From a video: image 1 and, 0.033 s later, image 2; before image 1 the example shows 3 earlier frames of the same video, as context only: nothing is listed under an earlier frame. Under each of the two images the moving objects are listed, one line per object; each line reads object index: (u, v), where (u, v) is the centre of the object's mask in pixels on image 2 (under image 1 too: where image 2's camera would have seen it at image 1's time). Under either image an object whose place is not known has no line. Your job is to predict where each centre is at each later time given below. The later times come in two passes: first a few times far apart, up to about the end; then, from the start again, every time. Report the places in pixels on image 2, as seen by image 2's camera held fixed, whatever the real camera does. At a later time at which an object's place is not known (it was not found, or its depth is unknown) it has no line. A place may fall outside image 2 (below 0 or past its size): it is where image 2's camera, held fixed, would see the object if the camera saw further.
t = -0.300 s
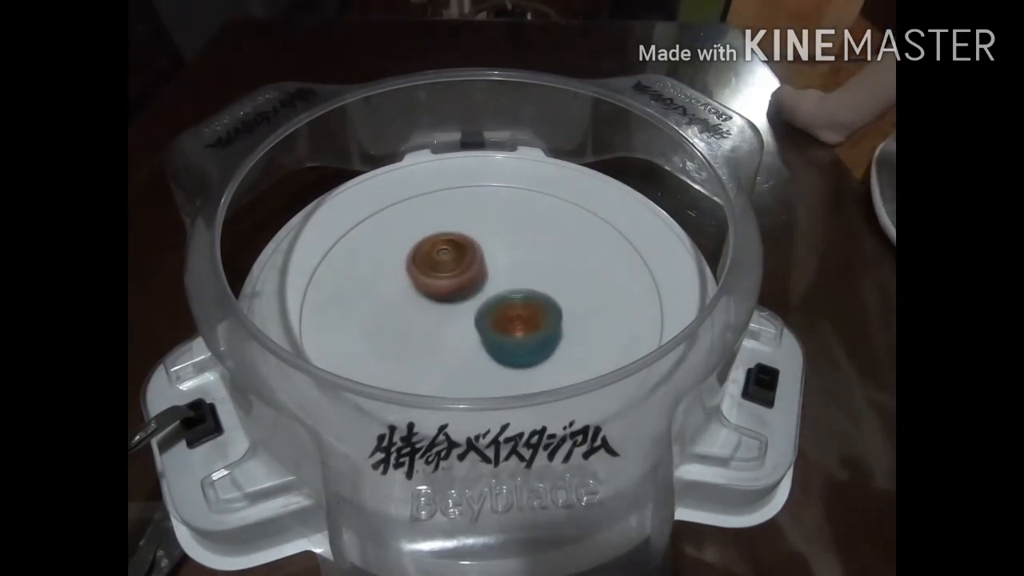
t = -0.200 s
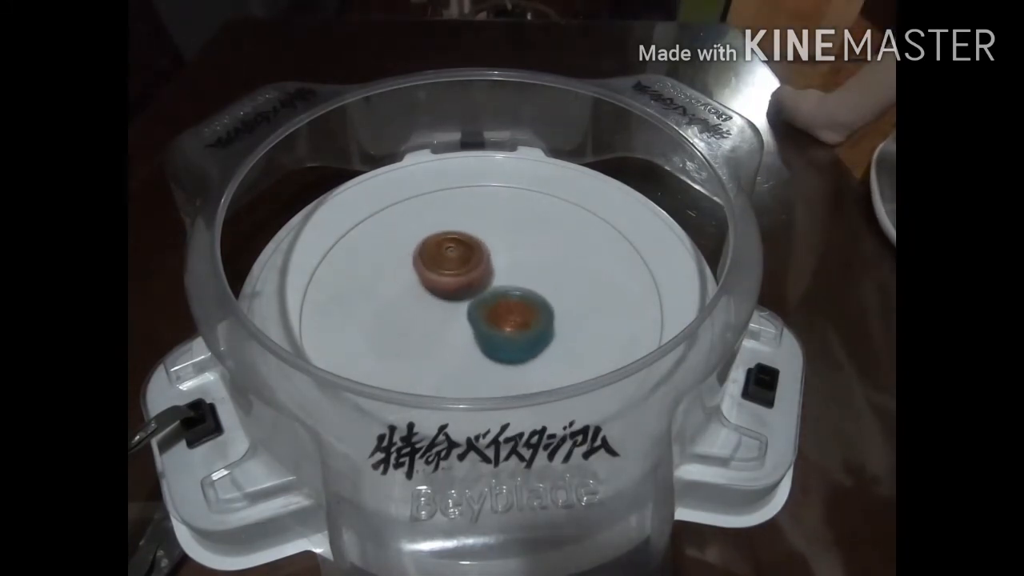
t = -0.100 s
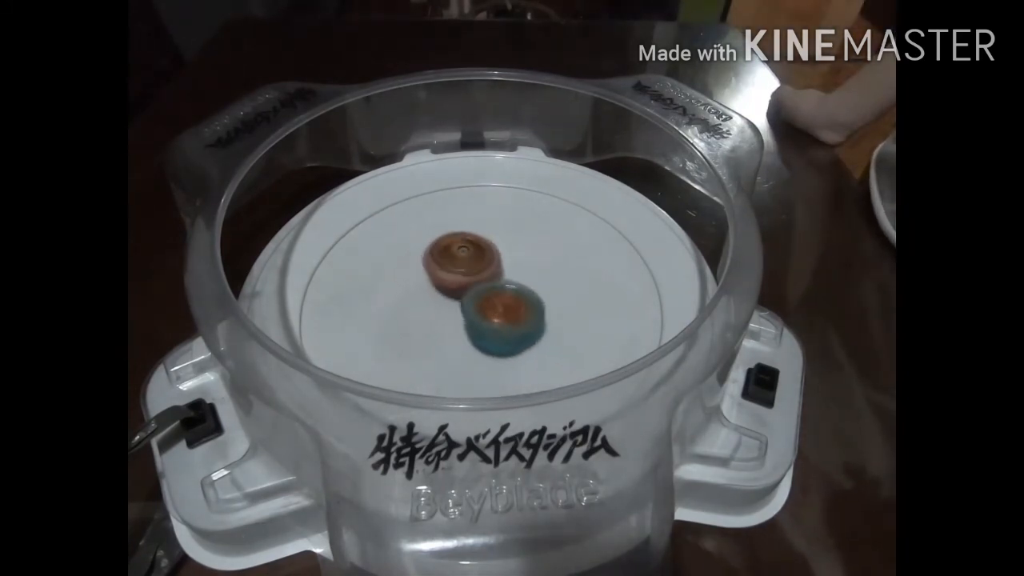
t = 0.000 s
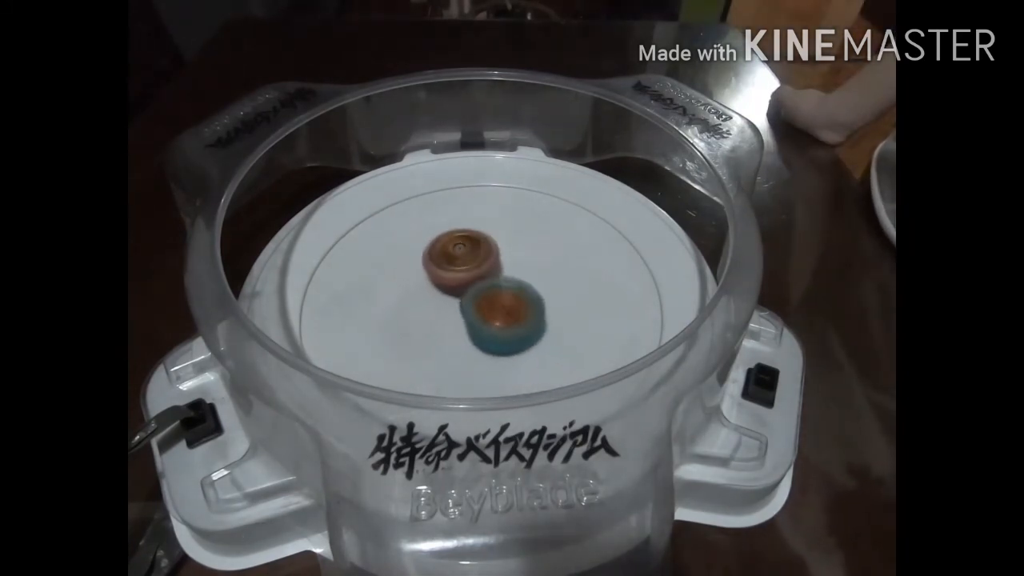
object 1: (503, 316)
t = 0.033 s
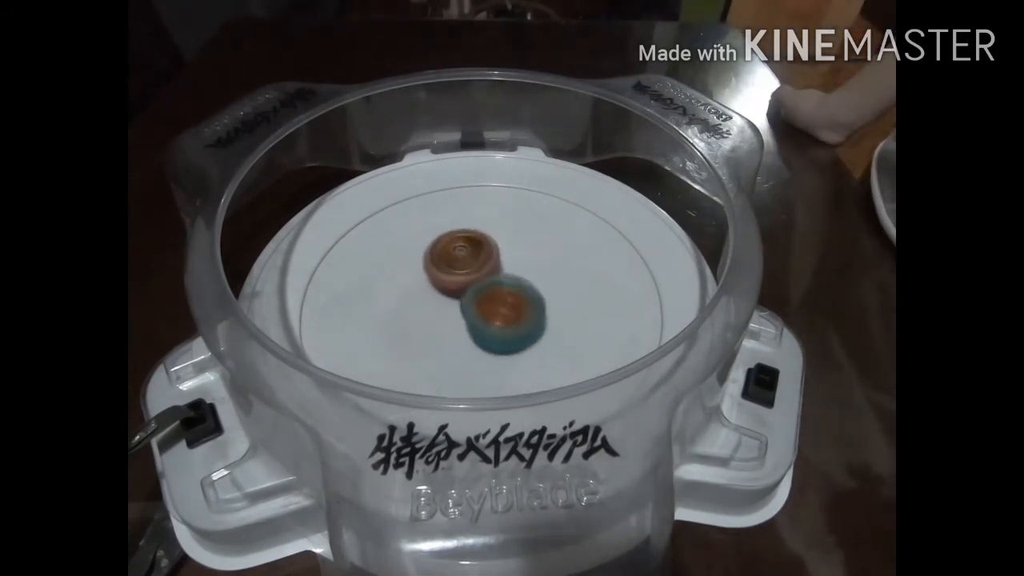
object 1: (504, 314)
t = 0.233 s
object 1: (505, 315)
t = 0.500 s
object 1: (502, 336)
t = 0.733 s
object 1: (481, 338)
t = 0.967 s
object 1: (472, 324)
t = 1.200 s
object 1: (465, 322)
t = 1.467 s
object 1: (450, 324)
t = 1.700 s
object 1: (447, 314)
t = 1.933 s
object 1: (435, 311)
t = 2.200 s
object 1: (439, 305)
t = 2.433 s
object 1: (451, 315)
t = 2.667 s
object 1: (454, 326)
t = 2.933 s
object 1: (454, 328)
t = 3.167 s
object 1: (454, 332)
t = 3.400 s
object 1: (455, 326)
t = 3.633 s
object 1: (455, 326)
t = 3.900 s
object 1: (442, 333)
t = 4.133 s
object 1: (447, 323)
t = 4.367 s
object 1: (456, 327)
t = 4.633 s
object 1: (454, 334)
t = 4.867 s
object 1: (466, 327)
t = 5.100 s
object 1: (466, 326)
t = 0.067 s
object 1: (504, 312)
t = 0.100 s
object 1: (504, 310)
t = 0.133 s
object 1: (505, 310)
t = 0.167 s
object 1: (505, 310)
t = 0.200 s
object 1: (504, 312)
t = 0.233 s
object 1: (505, 315)
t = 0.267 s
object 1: (505, 318)
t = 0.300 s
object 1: (508, 320)
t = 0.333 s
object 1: (509, 324)
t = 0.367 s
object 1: (509, 326)
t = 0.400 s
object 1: (509, 329)
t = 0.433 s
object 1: (507, 331)
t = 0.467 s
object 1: (506, 334)
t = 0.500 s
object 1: (502, 336)
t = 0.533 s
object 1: (499, 338)
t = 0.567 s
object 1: (496, 341)
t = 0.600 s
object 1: (493, 343)
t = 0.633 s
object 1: (491, 343)
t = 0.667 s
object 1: (488, 342)
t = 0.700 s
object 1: (485, 341)
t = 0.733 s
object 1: (481, 338)
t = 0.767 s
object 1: (479, 335)
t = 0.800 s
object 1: (477, 333)
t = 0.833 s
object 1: (474, 332)
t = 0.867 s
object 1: (473, 329)
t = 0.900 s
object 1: (472, 327)
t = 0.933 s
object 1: (471, 326)
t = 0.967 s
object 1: (472, 324)
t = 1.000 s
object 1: (473, 322)
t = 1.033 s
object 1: (474, 320)
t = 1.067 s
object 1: (472, 320)
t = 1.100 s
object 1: (467, 321)
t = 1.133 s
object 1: (465, 321)
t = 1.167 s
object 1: (465, 322)
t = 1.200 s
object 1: (465, 322)
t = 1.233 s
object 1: (460, 326)
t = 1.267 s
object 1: (457, 331)
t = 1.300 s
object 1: (455, 332)
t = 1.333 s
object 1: (453, 332)
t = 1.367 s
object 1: (451, 331)
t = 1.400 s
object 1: (449, 329)
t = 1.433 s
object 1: (449, 326)
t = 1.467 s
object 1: (450, 324)
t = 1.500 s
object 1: (451, 322)
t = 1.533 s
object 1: (450, 319)
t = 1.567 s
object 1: (449, 318)
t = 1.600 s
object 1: (448, 316)
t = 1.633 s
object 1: (446, 315)
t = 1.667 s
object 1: (447, 314)
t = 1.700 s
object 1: (447, 314)
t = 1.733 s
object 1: (445, 314)
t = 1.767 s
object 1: (445, 314)
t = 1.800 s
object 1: (444, 313)
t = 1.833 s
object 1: (440, 313)
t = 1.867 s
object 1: (437, 313)
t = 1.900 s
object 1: (437, 312)
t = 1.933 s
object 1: (435, 311)
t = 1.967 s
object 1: (435, 311)
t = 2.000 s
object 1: (435, 309)
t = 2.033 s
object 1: (437, 307)
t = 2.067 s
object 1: (440, 306)
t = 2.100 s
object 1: (442, 305)
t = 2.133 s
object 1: (439, 306)
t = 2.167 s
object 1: (438, 306)
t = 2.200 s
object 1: (439, 305)
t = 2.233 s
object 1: (442, 306)
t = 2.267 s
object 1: (445, 307)
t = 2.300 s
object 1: (446, 308)
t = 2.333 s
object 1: (448, 310)
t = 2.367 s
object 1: (449, 312)
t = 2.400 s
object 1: (449, 313)
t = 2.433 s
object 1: (451, 315)
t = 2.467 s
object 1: (451, 317)
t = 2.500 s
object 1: (452, 320)
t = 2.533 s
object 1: (453, 321)
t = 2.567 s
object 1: (453, 323)
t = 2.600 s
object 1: (454, 325)
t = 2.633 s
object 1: (454, 325)
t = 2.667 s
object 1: (454, 326)
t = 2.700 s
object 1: (454, 326)
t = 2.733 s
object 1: (454, 325)
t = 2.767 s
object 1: (456, 325)
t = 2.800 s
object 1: (457, 325)
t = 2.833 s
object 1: (457, 326)
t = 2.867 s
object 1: (456, 326)
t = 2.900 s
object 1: (456, 326)
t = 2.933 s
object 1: (454, 328)
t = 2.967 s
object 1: (452, 329)
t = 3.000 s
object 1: (451, 330)
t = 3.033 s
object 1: (451, 329)
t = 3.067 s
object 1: (453, 328)
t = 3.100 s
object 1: (457, 327)
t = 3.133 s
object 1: (455, 330)
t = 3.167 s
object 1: (454, 332)
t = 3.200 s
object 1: (453, 332)
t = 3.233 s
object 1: (456, 331)
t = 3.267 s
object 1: (457, 329)
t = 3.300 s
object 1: (456, 330)
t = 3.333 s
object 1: (455, 329)
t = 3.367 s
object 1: (455, 328)
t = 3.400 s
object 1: (455, 326)
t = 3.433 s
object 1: (457, 325)
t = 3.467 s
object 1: (461, 323)
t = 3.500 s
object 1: (463, 323)
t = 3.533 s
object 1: (459, 325)
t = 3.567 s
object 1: (453, 328)
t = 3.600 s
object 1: (454, 326)
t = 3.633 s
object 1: (455, 326)
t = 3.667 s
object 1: (456, 325)
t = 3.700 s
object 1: (452, 327)
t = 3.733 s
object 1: (449, 330)
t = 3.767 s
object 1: (447, 331)
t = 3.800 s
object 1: (445, 332)
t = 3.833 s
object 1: (444, 333)
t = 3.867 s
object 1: (442, 334)
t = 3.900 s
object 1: (442, 333)
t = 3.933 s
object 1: (443, 330)
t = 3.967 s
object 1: (443, 327)
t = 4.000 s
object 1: (444, 323)
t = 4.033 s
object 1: (445, 323)
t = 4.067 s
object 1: (445, 322)
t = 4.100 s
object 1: (446, 322)
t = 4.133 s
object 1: (447, 323)
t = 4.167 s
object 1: (447, 324)
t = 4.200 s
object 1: (449, 324)
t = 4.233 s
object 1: (450, 324)
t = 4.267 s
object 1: (452, 323)
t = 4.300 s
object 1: (454, 323)
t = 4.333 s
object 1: (455, 326)
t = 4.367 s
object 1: (456, 327)
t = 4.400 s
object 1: (458, 327)
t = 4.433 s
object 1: (460, 328)
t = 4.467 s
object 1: (459, 330)
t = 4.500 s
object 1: (457, 331)
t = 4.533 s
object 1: (456, 332)
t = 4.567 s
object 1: (455, 333)
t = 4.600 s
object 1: (453, 334)
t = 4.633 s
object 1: (454, 334)
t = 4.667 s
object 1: (456, 335)
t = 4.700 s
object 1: (458, 335)
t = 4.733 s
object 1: (461, 334)
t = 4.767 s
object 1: (463, 332)
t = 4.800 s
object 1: (465, 331)
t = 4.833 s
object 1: (466, 329)
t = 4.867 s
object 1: (466, 327)
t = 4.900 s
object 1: (466, 326)
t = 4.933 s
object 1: (466, 326)
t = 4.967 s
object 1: (466, 326)
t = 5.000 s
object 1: (466, 326)
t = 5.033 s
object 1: (466, 326)
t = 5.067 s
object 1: (466, 326)
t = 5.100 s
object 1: (466, 326)
